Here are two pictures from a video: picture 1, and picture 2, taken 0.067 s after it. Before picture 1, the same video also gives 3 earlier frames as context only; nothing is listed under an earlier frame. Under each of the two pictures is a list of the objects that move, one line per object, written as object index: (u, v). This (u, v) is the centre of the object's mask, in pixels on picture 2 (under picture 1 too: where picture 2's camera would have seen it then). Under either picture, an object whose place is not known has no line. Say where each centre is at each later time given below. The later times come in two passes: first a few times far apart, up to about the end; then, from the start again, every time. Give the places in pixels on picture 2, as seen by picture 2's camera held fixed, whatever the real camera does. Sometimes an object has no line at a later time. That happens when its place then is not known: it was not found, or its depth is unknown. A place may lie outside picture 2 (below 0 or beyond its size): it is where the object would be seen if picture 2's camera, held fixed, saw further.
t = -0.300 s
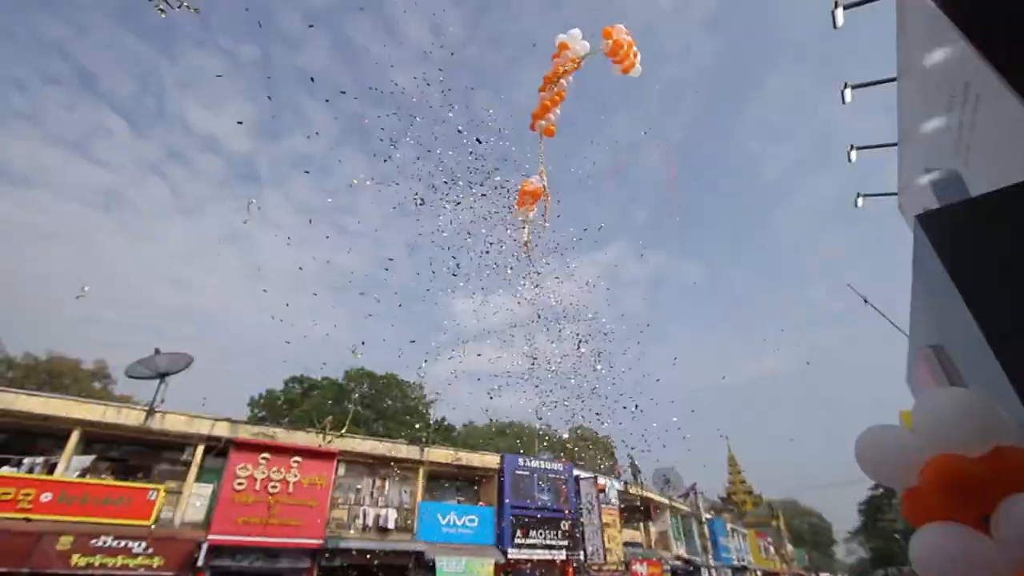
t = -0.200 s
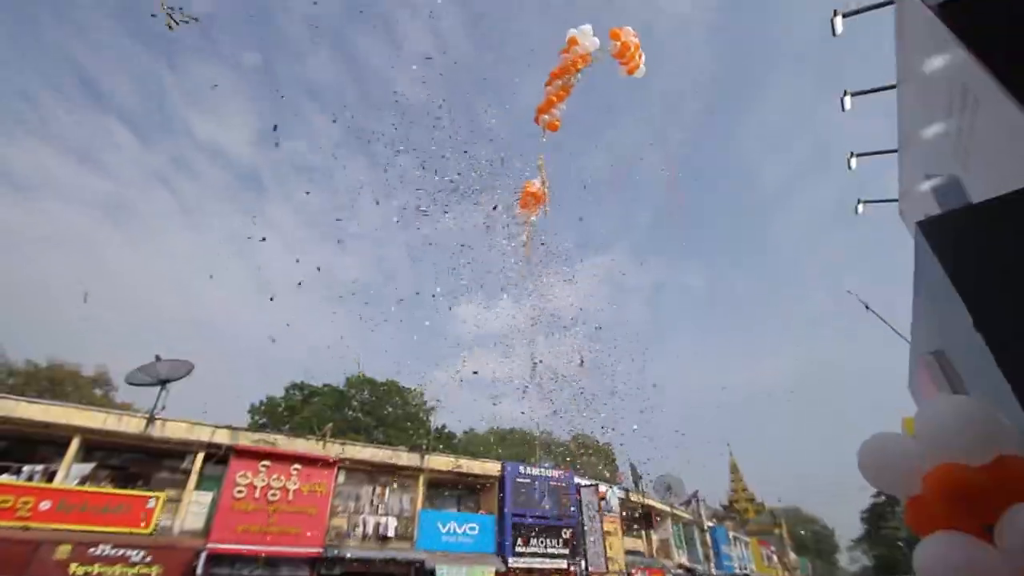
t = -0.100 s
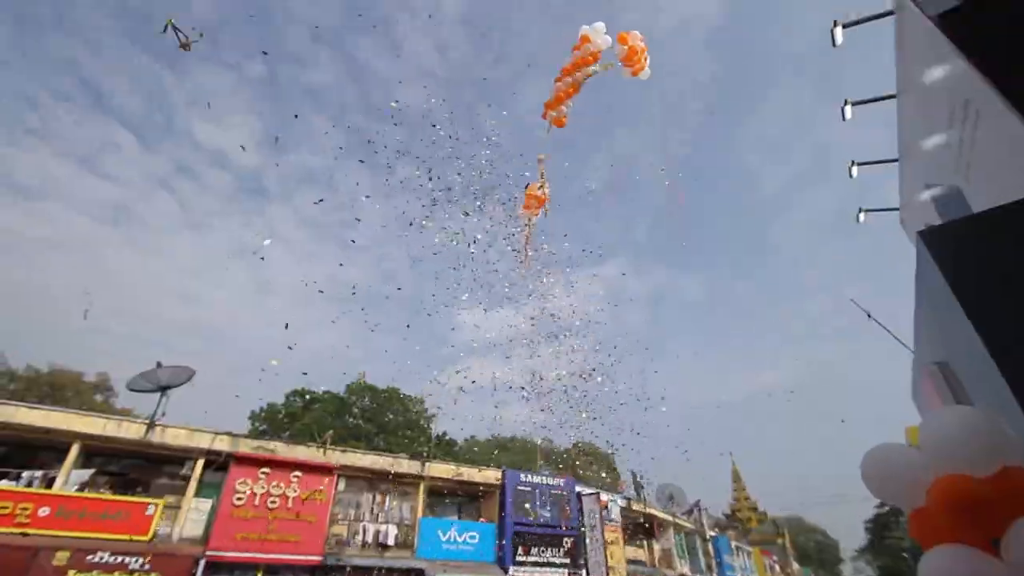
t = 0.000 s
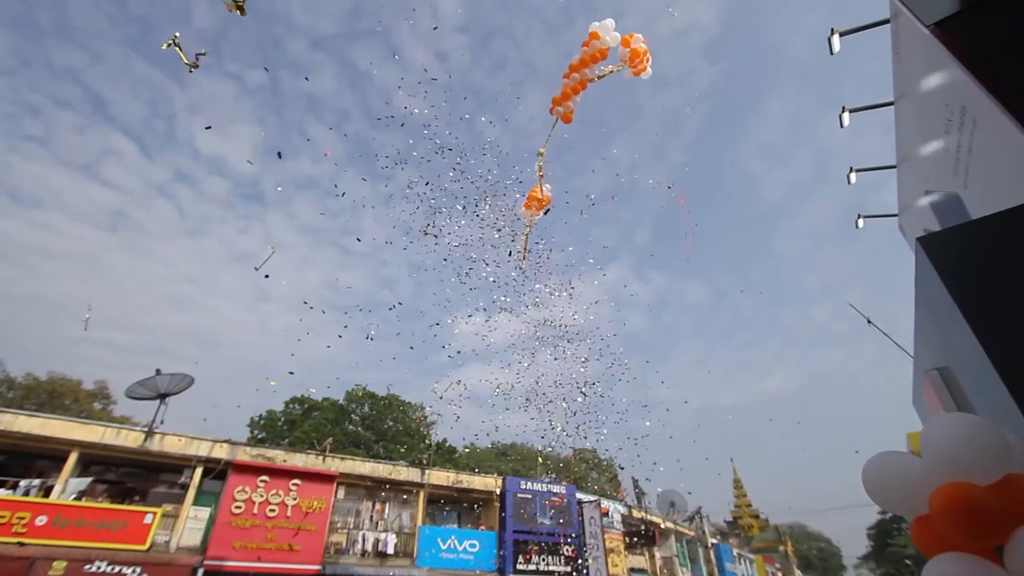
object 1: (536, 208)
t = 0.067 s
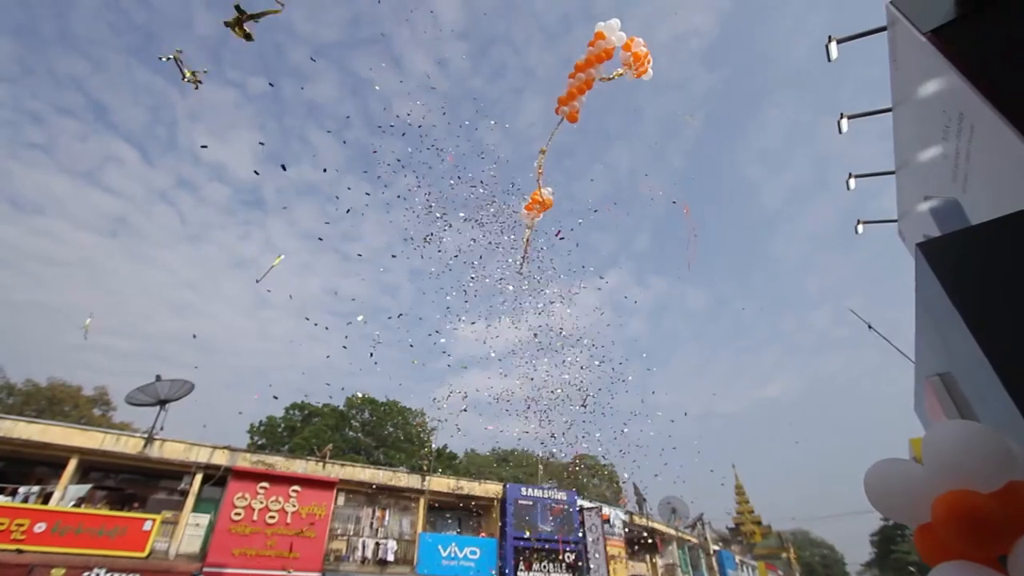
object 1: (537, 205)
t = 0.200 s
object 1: (540, 197)
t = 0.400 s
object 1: (542, 184)
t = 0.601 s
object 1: (545, 170)
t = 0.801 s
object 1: (547, 155)
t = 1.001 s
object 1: (548, 138)
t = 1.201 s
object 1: (549, 119)
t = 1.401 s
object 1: (547, 101)
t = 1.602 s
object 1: (542, 83)
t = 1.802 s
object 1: (537, 66)
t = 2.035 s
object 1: (530, 48)
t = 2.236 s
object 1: (524, 32)
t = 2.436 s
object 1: (518, 18)
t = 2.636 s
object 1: (513, 5)
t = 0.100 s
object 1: (538, 203)
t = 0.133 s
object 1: (538, 200)
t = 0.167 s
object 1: (538, 199)
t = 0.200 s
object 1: (540, 197)
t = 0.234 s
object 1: (539, 195)
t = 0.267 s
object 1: (540, 193)
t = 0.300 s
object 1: (540, 191)
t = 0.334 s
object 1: (541, 188)
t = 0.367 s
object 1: (542, 186)
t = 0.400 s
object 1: (542, 184)
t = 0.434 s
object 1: (543, 182)
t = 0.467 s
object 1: (542, 179)
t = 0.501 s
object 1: (543, 177)
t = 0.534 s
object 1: (544, 175)
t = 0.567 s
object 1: (544, 172)
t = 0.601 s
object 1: (545, 170)
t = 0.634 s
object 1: (545, 167)
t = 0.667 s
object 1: (546, 165)
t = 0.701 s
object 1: (546, 162)
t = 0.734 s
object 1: (546, 159)
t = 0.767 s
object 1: (547, 157)
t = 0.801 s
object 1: (547, 155)
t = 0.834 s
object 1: (547, 152)
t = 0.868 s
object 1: (548, 149)
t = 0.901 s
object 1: (548, 146)
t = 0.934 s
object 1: (548, 143)
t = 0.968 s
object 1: (548, 141)
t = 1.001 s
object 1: (548, 138)
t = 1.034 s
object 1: (548, 134)
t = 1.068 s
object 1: (549, 132)
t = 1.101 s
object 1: (549, 128)
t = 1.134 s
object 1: (549, 125)
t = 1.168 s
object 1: (548, 122)
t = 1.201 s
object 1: (549, 119)
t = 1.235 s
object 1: (549, 116)
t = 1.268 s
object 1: (548, 113)
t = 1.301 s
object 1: (548, 110)
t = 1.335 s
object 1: (547, 107)
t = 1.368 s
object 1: (547, 104)
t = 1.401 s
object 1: (547, 101)
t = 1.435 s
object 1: (546, 97)
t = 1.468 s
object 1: (545, 95)
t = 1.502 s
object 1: (545, 92)
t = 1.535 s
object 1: (544, 89)
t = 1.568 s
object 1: (544, 86)
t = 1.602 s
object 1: (542, 83)
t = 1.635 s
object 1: (542, 80)
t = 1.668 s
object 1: (540, 77)
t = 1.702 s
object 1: (541, 75)
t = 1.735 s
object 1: (539, 71)
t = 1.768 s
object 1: (538, 69)
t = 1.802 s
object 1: (537, 66)
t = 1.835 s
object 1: (536, 63)
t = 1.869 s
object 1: (535, 60)
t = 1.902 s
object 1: (534, 58)
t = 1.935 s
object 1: (533, 55)
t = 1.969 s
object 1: (532, 53)
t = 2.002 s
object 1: (531, 50)
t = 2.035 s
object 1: (530, 48)
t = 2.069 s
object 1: (529, 45)
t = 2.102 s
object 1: (528, 43)
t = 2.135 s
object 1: (527, 40)
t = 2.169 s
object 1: (525, 38)
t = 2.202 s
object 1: (525, 35)
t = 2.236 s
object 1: (524, 32)
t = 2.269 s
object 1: (523, 29)
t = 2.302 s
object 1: (522, 28)
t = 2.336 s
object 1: (521, 25)
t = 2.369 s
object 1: (520, 22)
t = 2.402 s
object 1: (519, 20)
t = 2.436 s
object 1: (518, 18)
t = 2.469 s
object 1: (516, 15)
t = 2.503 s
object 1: (516, 13)
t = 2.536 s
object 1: (515, 11)
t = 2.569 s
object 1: (514, 9)
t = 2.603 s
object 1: (514, 7)
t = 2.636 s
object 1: (513, 5)
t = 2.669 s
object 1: (512, 3)
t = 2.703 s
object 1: (512, 1)
